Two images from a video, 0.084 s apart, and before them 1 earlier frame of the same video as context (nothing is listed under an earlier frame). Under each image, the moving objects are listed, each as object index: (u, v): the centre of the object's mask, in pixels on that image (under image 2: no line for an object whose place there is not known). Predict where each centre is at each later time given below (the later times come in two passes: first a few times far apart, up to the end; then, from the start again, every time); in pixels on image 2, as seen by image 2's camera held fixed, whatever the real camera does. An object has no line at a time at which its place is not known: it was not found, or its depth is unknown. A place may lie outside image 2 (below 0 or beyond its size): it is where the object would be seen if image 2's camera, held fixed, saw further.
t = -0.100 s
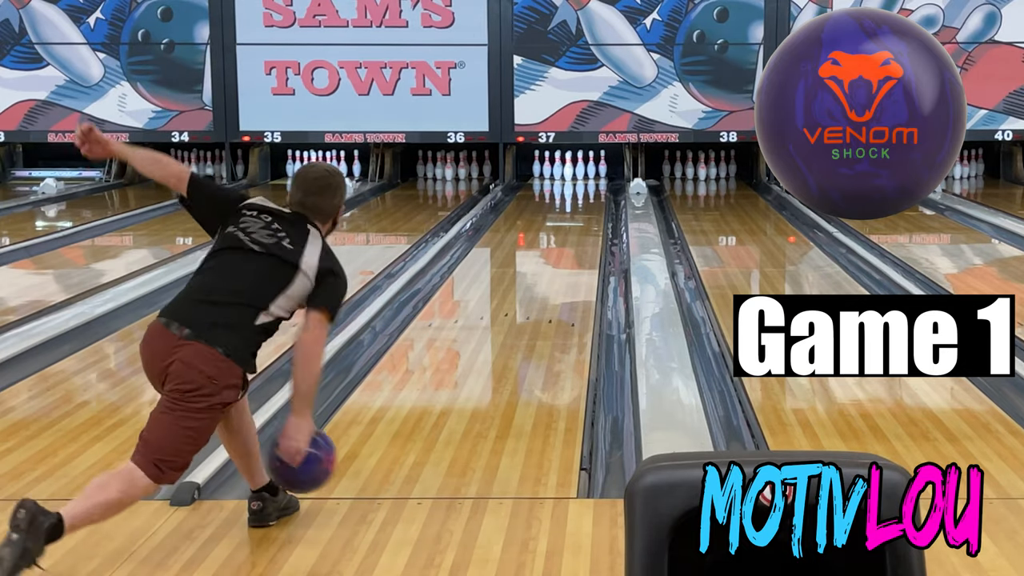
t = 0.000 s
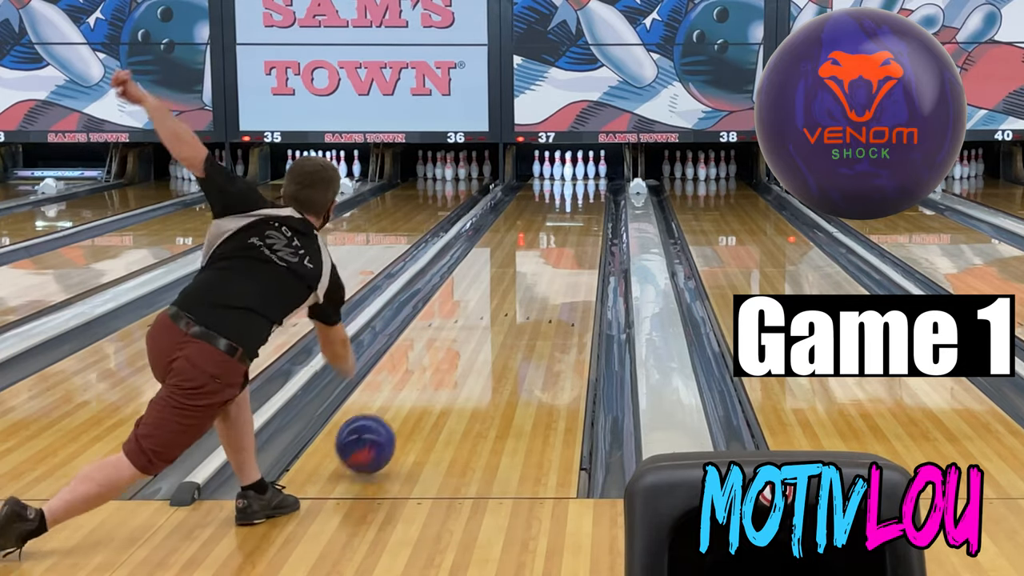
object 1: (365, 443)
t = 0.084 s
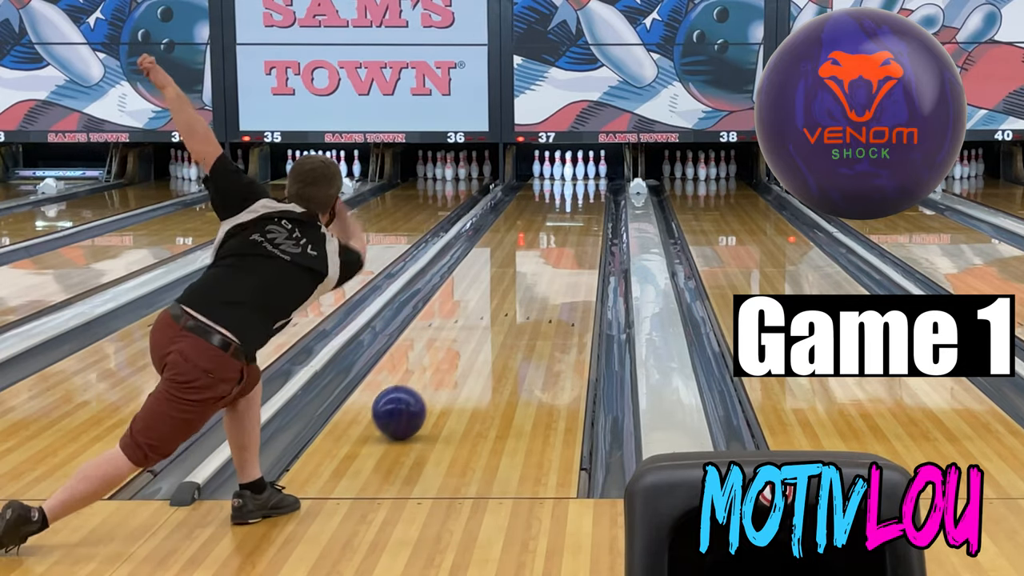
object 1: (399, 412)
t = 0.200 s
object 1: (436, 372)
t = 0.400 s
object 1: (482, 323)
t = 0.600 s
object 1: (514, 287)
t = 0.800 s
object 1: (537, 261)
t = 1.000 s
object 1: (554, 240)
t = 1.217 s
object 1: (569, 222)
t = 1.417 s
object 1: (579, 209)
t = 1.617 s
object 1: (585, 198)
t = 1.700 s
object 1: (586, 194)
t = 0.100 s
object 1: (405, 406)
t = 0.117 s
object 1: (410, 400)
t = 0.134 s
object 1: (416, 394)
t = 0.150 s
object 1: (421, 388)
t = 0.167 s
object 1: (426, 383)
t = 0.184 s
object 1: (431, 377)
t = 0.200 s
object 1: (436, 372)
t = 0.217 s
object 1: (440, 367)
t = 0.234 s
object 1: (445, 363)
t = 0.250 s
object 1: (449, 358)
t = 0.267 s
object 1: (453, 354)
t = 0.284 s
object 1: (457, 350)
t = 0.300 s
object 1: (461, 345)
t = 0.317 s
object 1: (465, 341)
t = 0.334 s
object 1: (468, 337)
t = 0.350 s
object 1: (472, 333)
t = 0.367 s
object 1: (475, 330)
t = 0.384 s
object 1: (478, 326)
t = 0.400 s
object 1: (482, 323)
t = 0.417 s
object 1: (485, 320)
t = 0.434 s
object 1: (488, 316)
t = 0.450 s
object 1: (491, 313)
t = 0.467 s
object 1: (493, 310)
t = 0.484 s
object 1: (496, 307)
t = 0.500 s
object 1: (499, 304)
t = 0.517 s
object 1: (502, 301)
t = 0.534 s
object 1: (504, 298)
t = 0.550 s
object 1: (507, 296)
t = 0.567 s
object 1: (509, 293)
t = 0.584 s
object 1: (511, 290)
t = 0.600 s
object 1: (514, 287)
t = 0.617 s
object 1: (516, 285)
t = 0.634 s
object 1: (518, 282)
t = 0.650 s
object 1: (520, 280)
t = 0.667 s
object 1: (522, 278)
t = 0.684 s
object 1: (524, 275)
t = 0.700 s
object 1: (526, 273)
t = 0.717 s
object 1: (528, 271)
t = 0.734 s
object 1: (530, 269)
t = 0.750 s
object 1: (532, 267)
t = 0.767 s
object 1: (534, 264)
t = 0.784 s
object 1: (535, 263)
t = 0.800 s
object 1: (537, 261)
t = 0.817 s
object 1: (539, 258)
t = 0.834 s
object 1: (540, 256)
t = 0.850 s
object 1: (542, 255)
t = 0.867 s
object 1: (543, 253)
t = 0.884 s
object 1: (545, 251)
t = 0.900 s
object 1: (546, 249)
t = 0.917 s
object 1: (548, 248)
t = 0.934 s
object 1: (549, 246)
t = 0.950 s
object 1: (550, 245)
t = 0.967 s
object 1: (552, 243)
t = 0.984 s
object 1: (553, 242)
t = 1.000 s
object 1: (554, 240)
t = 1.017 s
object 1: (555, 239)
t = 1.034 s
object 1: (557, 237)
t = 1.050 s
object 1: (558, 236)
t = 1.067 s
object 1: (559, 234)
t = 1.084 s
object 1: (560, 233)
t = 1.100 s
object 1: (562, 231)
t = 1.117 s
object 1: (563, 230)
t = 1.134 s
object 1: (564, 229)
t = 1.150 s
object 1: (565, 227)
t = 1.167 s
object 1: (566, 226)
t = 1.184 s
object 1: (567, 225)
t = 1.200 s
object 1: (568, 224)
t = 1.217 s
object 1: (569, 222)
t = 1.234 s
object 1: (570, 221)
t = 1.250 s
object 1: (571, 220)
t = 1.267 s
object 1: (571, 219)
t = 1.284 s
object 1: (572, 218)
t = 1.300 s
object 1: (573, 216)
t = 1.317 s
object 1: (574, 216)
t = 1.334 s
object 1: (575, 214)
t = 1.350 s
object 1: (575, 213)
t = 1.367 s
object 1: (576, 212)
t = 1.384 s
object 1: (577, 211)
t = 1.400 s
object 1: (578, 210)
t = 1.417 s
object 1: (579, 209)
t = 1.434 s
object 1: (579, 208)
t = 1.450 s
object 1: (580, 207)
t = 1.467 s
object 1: (581, 206)
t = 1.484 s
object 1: (581, 205)
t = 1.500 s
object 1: (582, 204)
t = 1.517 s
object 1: (582, 203)
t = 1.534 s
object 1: (583, 202)
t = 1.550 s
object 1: (584, 201)
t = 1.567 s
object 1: (584, 201)
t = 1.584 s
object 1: (585, 200)
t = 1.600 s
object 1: (585, 199)
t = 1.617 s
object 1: (585, 198)
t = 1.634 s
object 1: (585, 197)
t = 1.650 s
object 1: (585, 196)
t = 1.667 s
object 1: (586, 196)
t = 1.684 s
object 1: (586, 195)
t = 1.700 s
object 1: (586, 194)
